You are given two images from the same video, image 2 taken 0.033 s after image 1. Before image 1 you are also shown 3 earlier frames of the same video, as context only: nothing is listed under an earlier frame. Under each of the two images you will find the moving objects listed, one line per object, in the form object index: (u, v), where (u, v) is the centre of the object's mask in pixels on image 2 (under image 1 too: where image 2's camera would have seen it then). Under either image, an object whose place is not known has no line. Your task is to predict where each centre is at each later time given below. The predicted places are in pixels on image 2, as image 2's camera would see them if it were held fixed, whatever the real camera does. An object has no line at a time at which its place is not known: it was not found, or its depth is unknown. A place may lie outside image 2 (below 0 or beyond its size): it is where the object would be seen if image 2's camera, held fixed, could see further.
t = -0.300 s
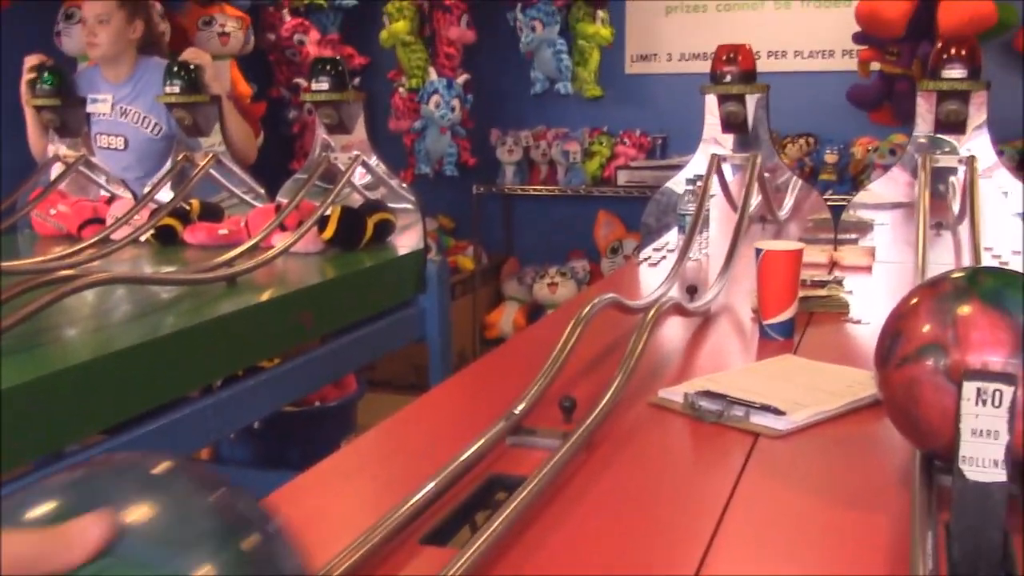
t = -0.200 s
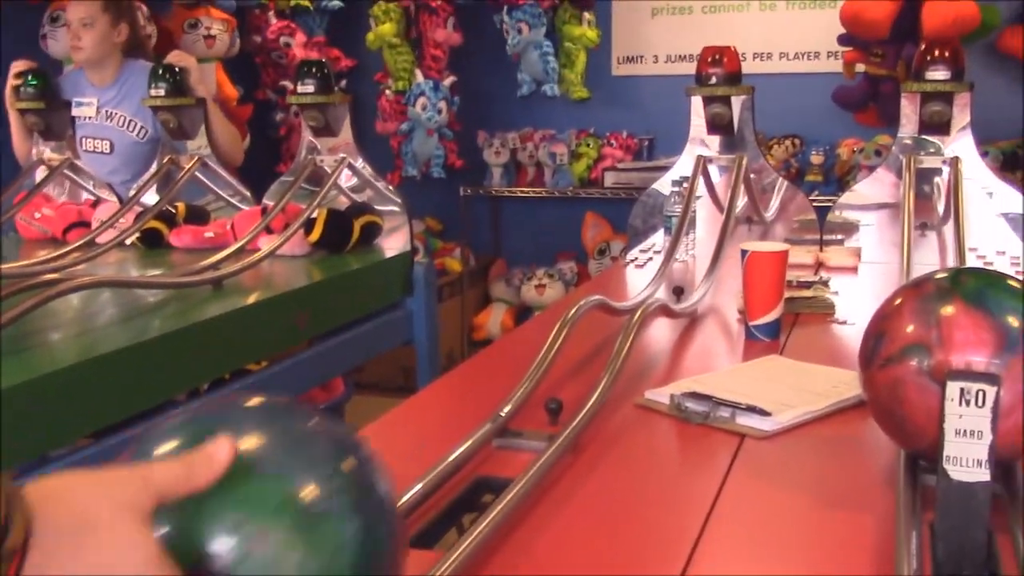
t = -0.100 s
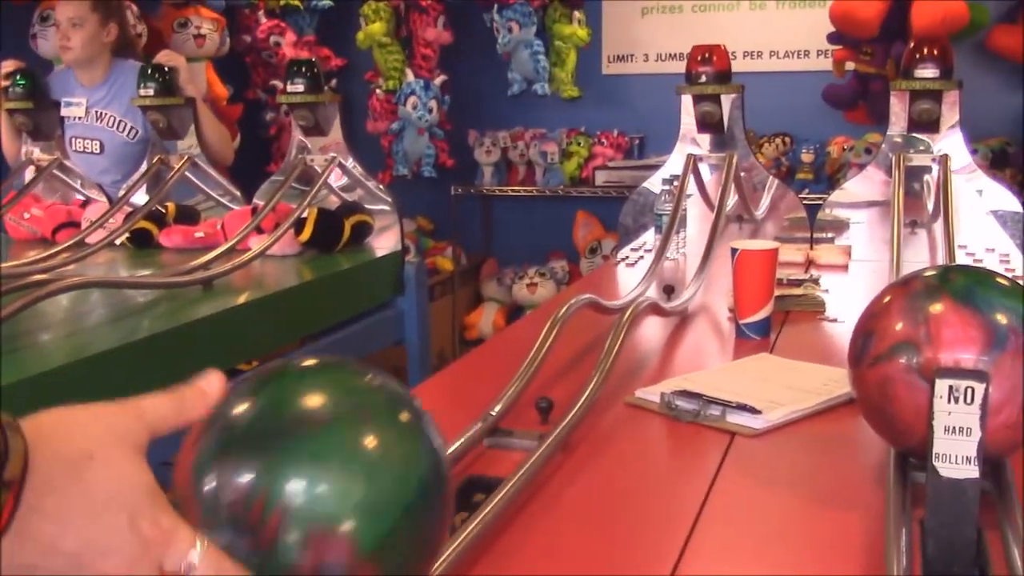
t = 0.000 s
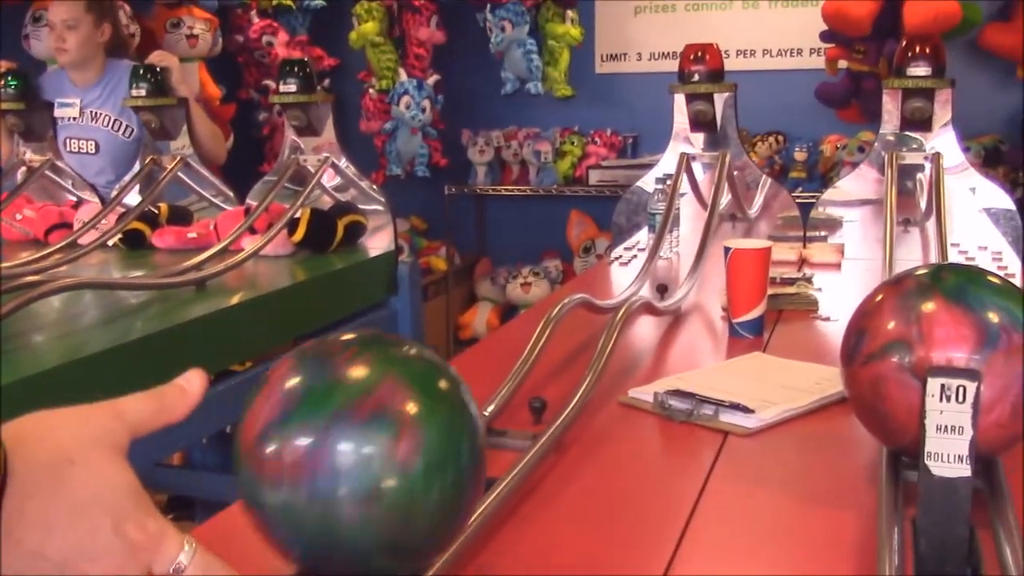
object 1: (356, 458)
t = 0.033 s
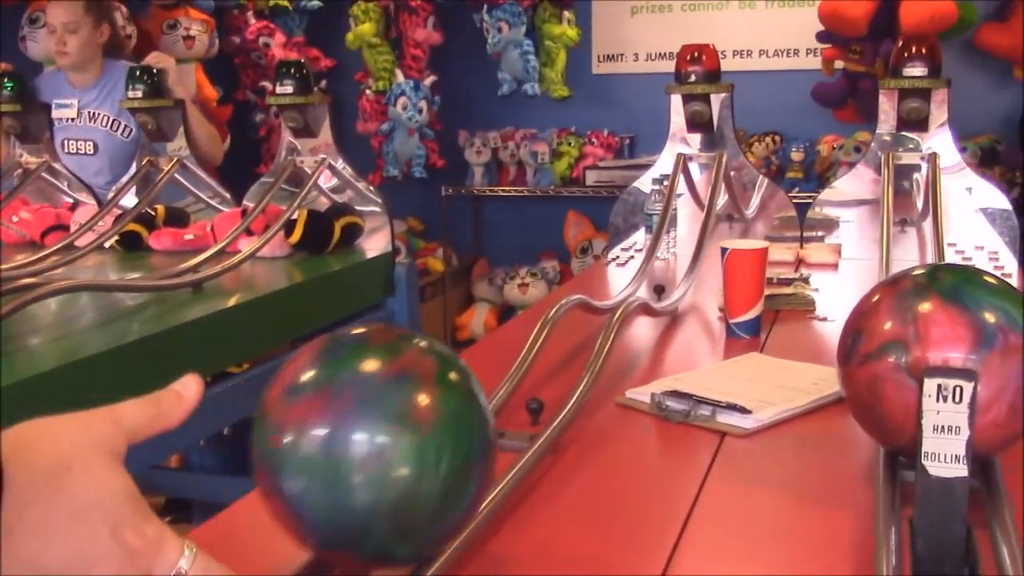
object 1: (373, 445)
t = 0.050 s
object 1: (381, 439)
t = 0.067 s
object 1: (389, 433)
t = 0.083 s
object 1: (397, 427)
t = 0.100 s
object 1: (405, 422)
